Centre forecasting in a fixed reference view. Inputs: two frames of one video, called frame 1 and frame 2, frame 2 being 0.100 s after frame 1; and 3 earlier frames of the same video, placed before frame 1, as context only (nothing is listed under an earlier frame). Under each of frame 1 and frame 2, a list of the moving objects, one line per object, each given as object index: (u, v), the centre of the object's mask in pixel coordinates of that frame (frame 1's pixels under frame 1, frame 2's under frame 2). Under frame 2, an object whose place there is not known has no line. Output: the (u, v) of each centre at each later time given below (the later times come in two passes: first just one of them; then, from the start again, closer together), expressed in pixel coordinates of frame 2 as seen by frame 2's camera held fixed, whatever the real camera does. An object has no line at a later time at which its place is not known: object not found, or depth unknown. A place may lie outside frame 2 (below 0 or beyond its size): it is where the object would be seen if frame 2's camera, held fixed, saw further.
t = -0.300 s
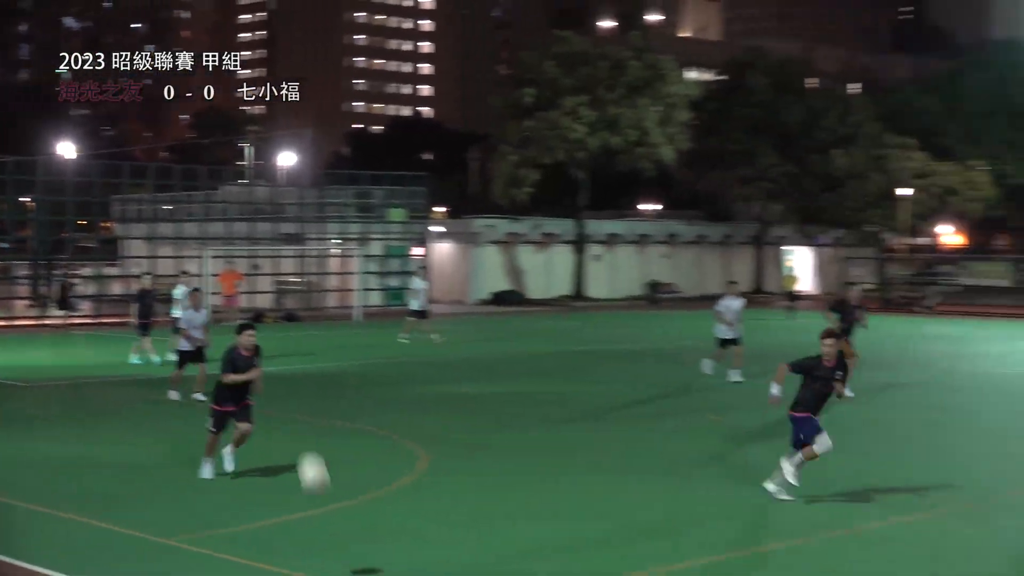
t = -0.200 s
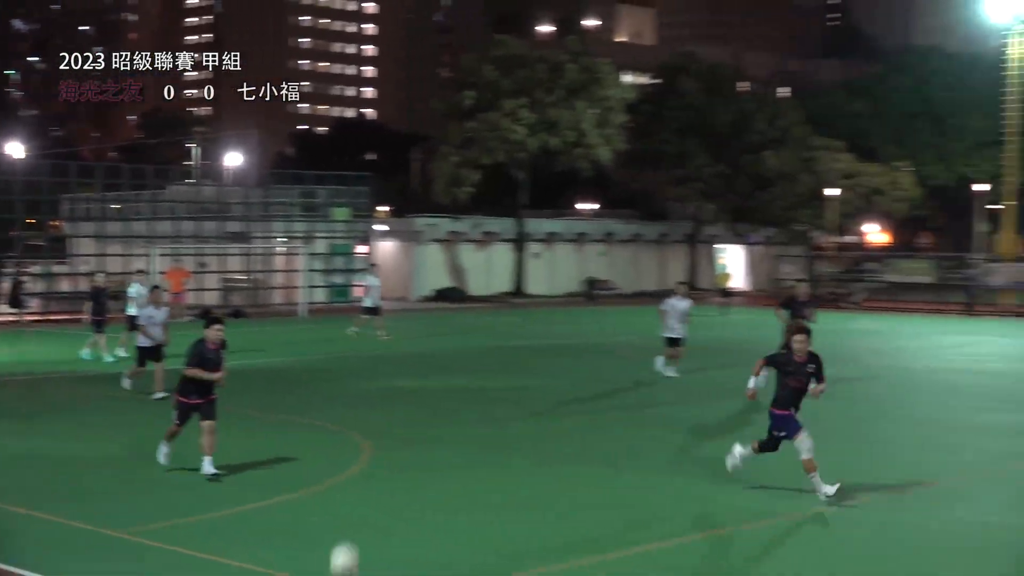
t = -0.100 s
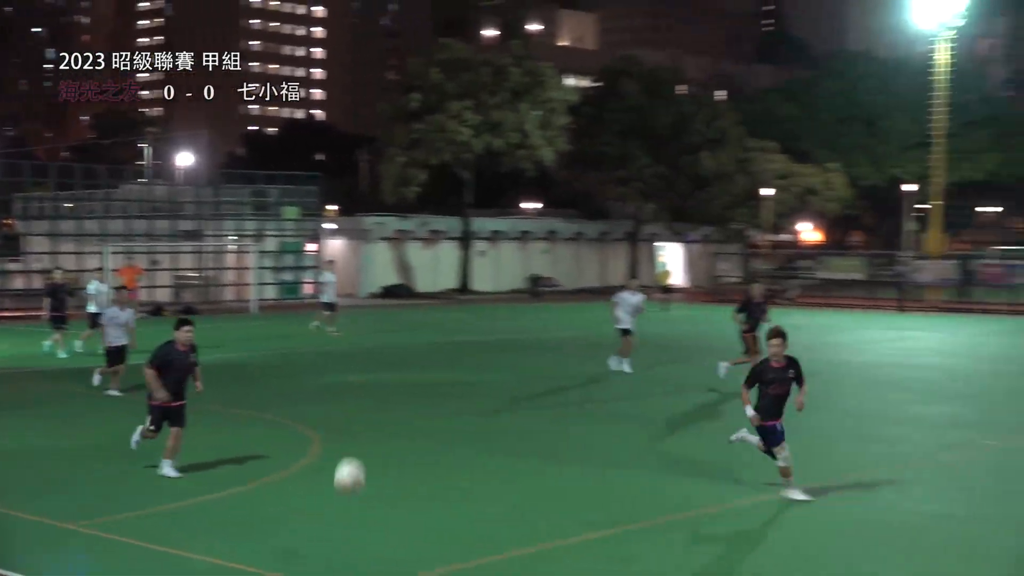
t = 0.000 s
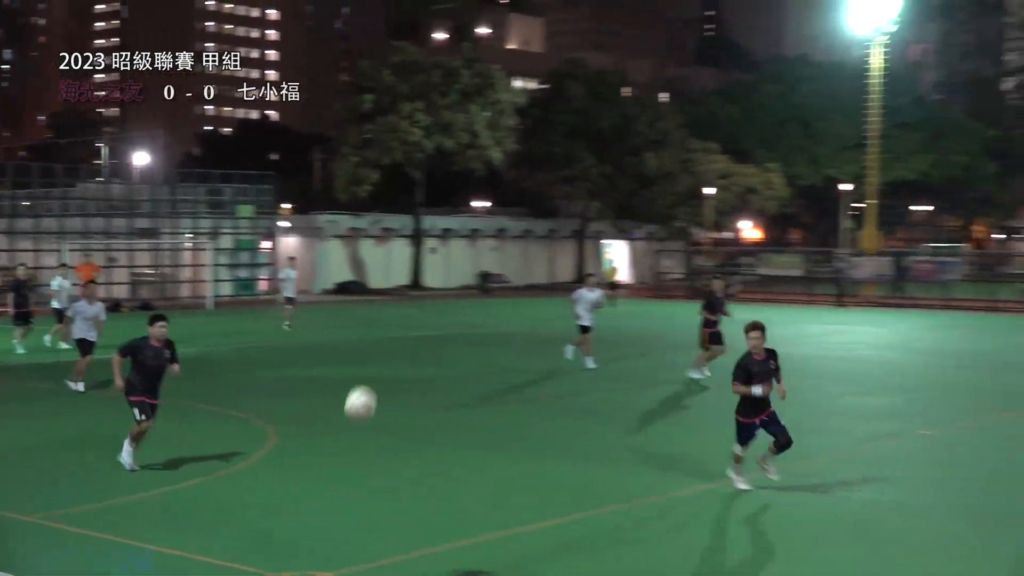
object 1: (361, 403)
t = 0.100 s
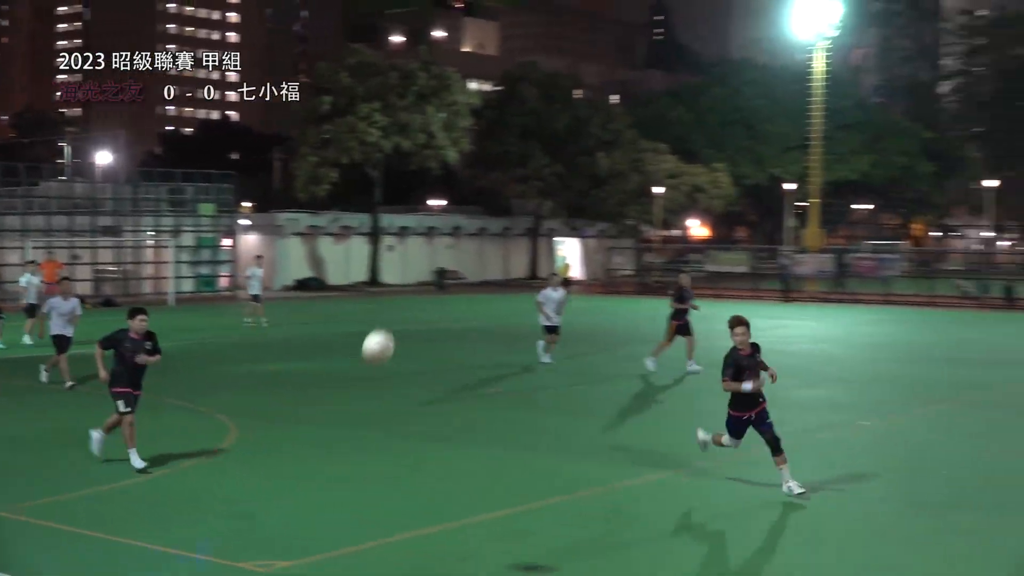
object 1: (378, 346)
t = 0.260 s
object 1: (479, 293)
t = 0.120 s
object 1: (390, 338)
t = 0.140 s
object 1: (402, 329)
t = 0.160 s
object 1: (415, 322)
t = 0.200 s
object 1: (440, 309)
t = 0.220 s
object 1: (453, 303)
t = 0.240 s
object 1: (466, 298)
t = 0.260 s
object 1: (479, 293)
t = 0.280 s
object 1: (493, 289)
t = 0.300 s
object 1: (508, 285)
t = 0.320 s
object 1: (522, 282)
